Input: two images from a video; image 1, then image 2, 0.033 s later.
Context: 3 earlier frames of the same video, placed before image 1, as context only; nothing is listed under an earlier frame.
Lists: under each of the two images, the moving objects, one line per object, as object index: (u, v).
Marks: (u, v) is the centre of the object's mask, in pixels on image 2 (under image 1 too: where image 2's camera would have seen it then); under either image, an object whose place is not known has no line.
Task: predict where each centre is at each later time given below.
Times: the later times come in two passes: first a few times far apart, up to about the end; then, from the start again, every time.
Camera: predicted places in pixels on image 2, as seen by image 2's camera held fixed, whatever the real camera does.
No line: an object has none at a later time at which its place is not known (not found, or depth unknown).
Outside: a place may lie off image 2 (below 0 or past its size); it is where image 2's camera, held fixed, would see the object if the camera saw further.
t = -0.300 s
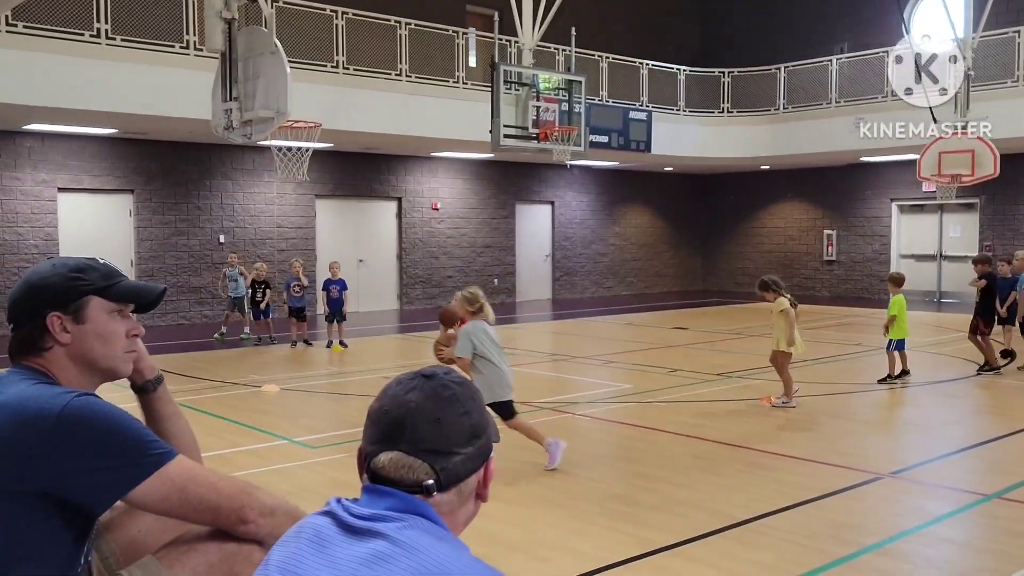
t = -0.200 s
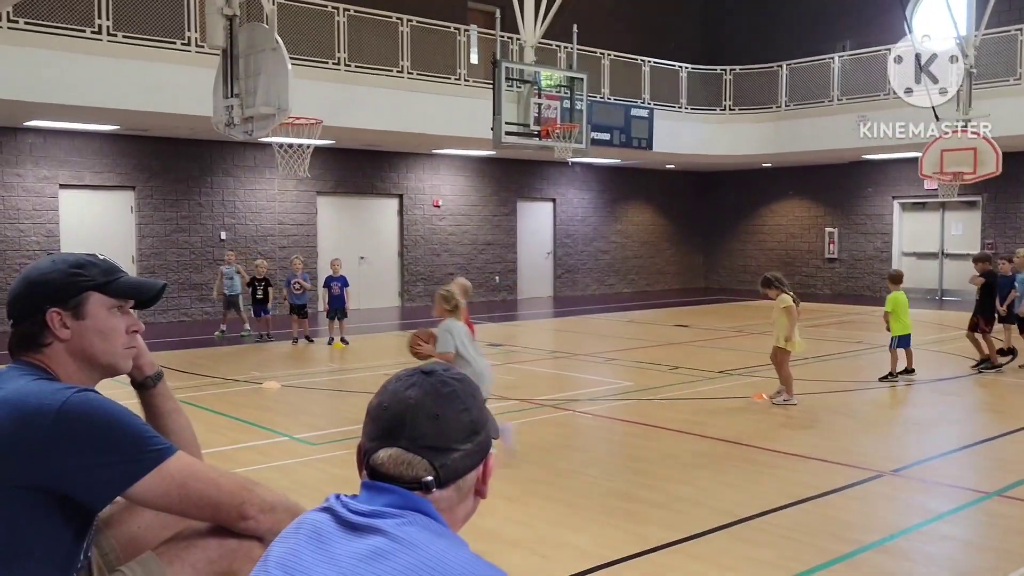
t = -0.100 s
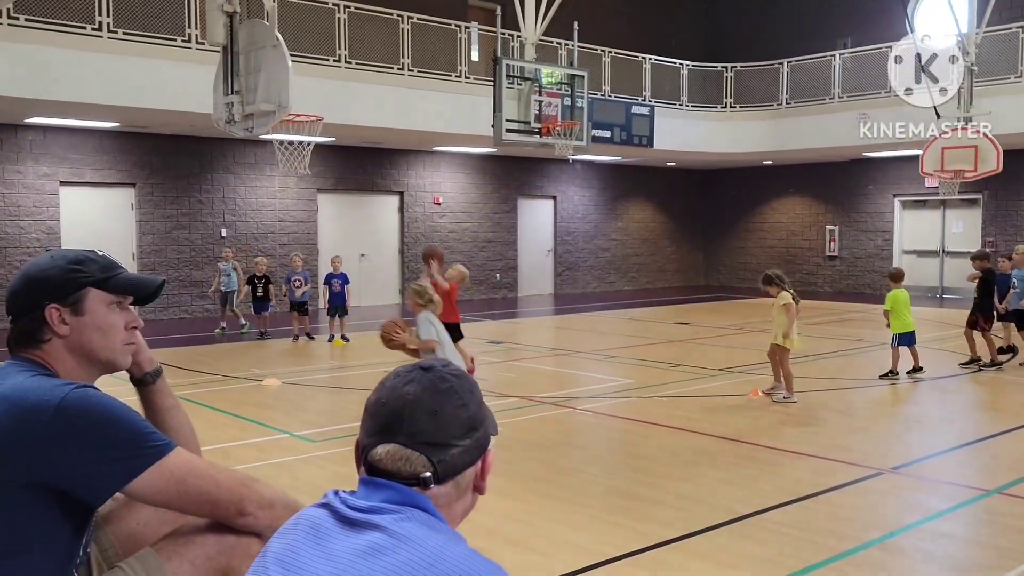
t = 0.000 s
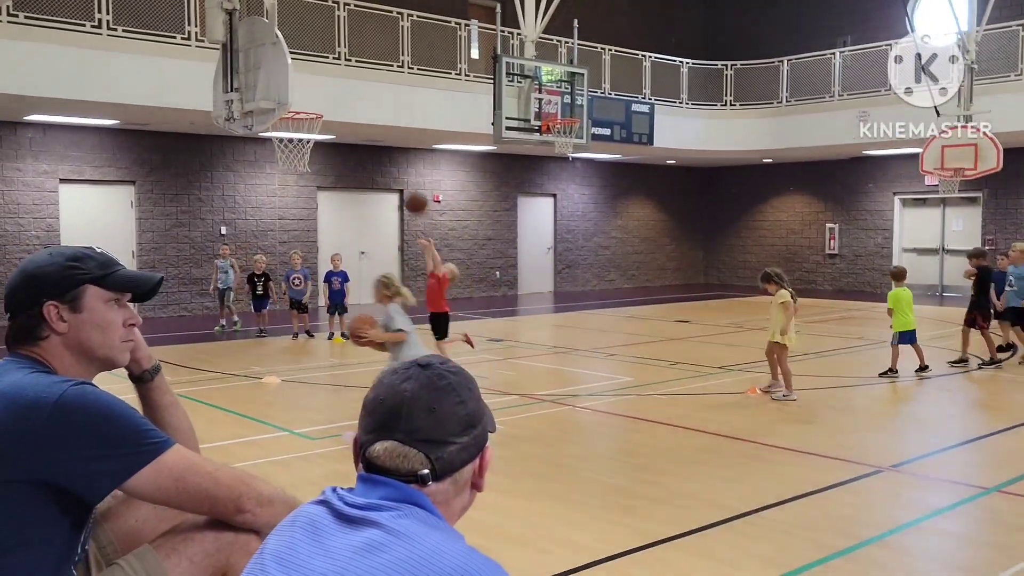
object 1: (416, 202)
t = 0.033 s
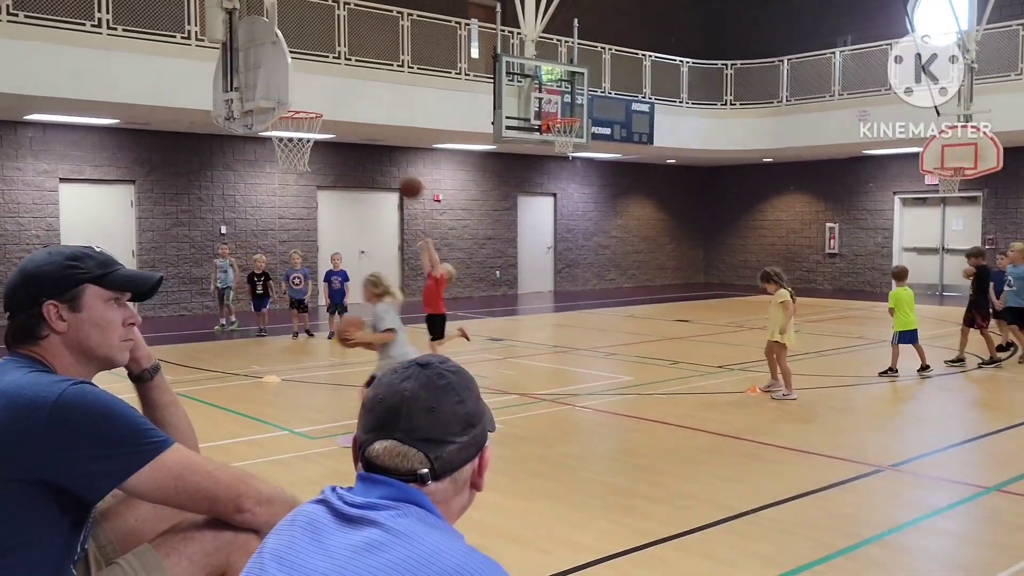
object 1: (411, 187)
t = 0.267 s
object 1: (371, 114)
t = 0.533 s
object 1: (324, 100)
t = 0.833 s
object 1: (302, 121)
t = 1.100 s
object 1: (286, 216)
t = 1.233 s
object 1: (279, 293)
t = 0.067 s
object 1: (405, 174)
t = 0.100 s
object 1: (399, 160)
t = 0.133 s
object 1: (394, 151)
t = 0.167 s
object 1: (388, 141)
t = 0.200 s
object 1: (382, 130)
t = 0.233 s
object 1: (377, 121)
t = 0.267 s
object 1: (371, 114)
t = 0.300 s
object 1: (365, 108)
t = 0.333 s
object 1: (359, 103)
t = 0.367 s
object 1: (353, 100)
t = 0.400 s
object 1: (348, 98)
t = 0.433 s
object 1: (342, 96)
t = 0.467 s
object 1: (336, 96)
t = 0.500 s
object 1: (330, 98)
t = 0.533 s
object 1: (324, 100)
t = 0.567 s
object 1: (319, 103)
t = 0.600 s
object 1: (317, 101)
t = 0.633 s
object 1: (315, 101)
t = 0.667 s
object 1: (313, 101)
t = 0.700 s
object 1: (311, 101)
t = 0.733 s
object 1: (308, 103)
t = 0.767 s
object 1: (306, 109)
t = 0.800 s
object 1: (303, 115)
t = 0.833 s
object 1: (302, 121)
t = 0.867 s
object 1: (301, 129)
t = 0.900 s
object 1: (298, 138)
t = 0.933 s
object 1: (296, 150)
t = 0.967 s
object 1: (293, 159)
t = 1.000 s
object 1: (292, 174)
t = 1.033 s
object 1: (290, 185)
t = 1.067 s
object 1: (288, 200)
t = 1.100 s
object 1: (286, 216)
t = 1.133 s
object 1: (284, 234)
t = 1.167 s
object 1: (283, 252)
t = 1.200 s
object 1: (281, 272)
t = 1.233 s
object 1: (279, 293)
